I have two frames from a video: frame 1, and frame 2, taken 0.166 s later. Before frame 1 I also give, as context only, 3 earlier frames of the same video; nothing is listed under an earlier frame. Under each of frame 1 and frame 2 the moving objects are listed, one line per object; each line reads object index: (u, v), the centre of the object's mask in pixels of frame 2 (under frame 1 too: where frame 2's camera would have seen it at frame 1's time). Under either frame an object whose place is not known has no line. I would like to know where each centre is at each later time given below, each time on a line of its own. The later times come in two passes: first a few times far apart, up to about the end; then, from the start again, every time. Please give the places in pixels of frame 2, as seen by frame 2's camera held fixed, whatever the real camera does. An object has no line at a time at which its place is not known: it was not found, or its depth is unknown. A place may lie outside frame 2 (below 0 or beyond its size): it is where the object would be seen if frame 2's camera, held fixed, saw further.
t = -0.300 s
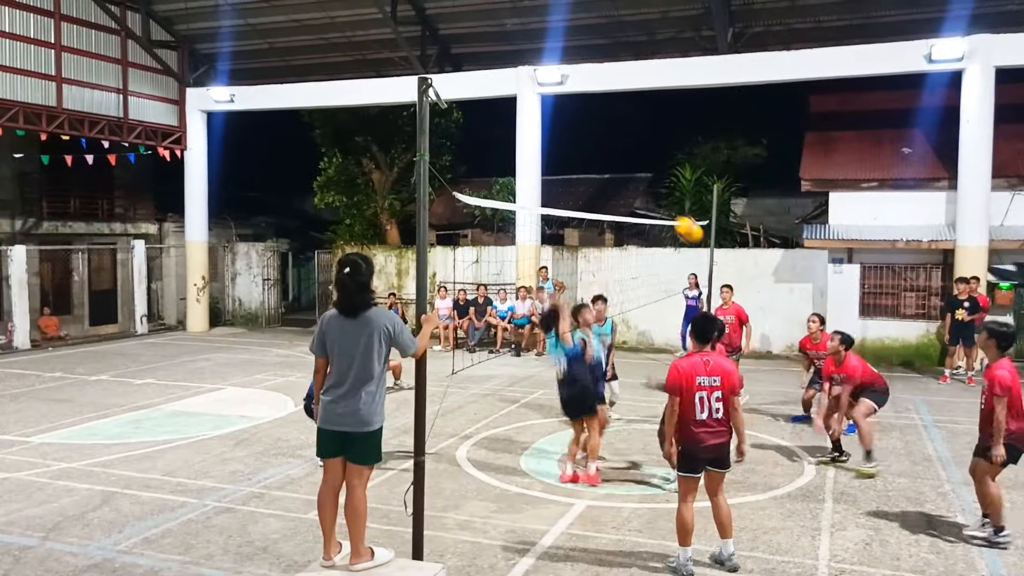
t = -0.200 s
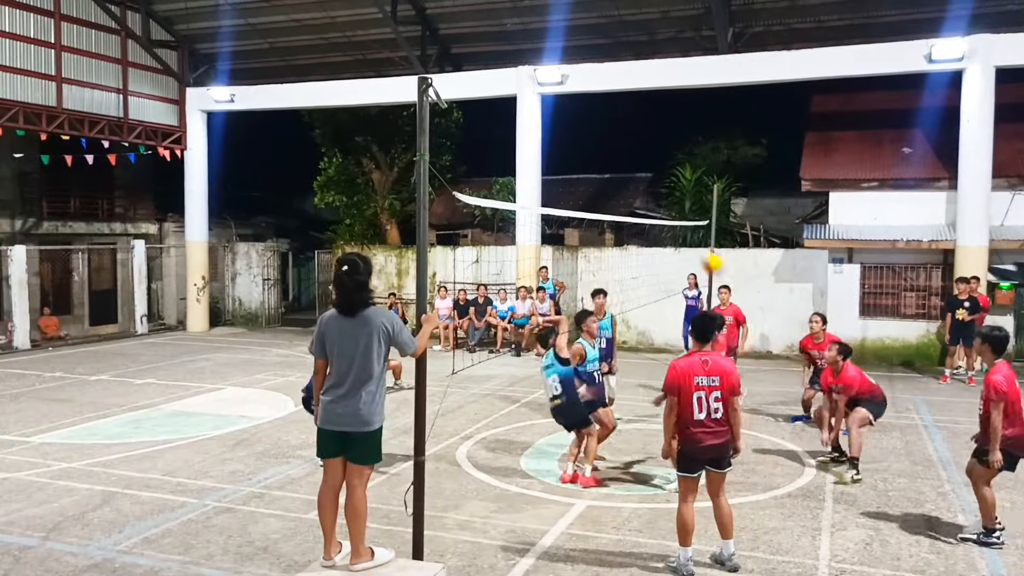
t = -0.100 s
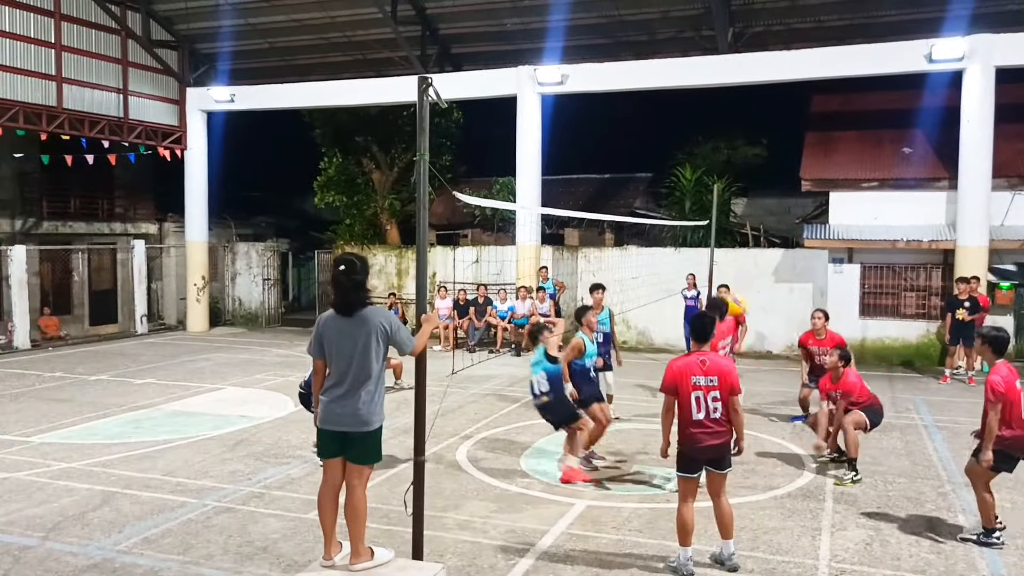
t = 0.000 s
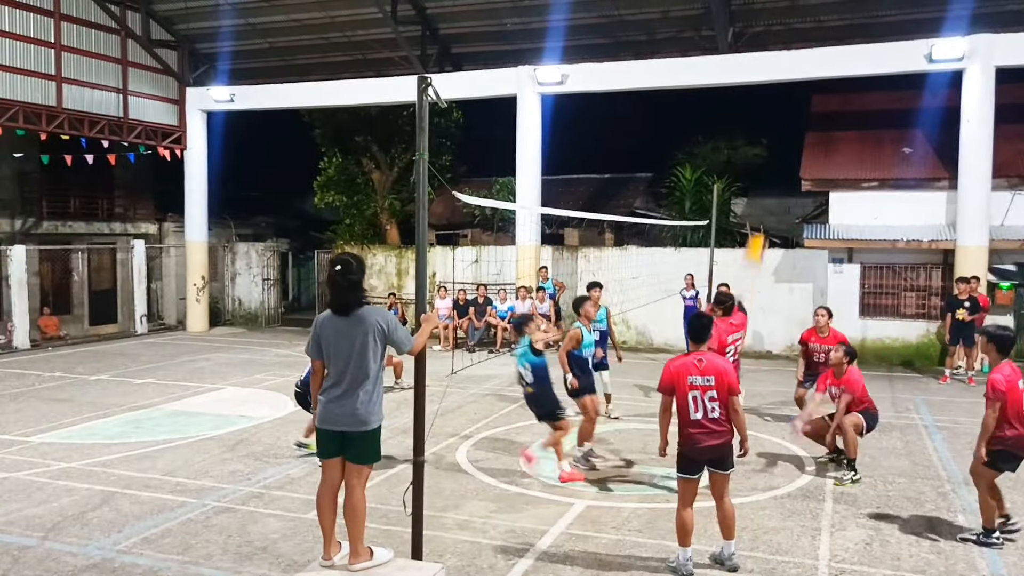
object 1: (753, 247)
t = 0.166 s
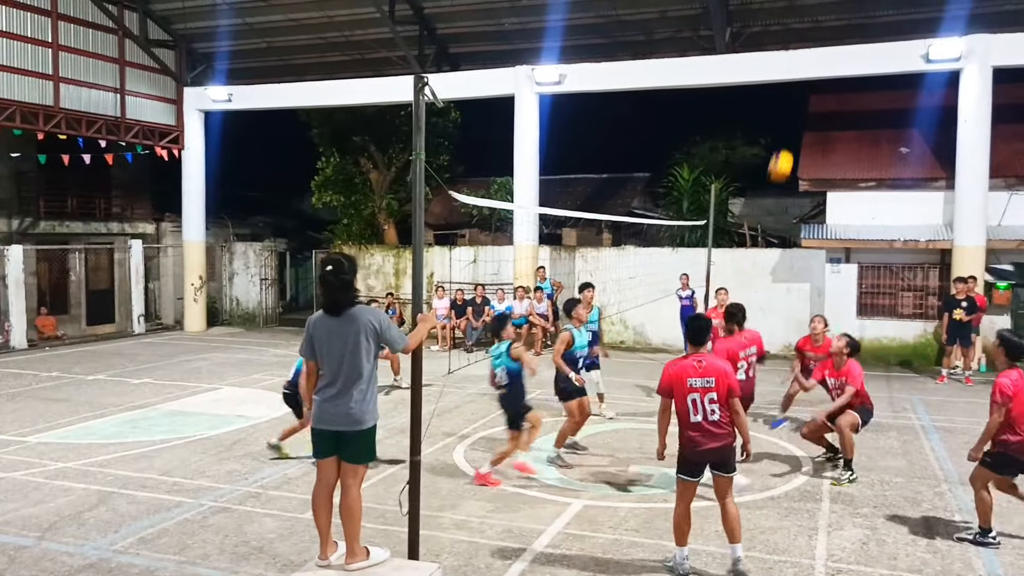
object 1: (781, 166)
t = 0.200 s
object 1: (786, 153)
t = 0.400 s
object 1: (814, 101)
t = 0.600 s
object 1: (840, 89)
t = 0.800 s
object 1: (862, 116)
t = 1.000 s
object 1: (881, 177)
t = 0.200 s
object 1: (786, 153)
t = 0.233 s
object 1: (791, 141)
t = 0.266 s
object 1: (796, 130)
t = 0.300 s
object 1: (801, 121)
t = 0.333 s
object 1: (805, 113)
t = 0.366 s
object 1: (810, 106)
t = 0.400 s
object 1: (814, 101)
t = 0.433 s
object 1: (819, 96)
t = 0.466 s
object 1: (823, 92)
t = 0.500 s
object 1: (828, 90)
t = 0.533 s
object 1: (832, 88)
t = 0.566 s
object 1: (836, 88)
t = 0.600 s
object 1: (840, 89)
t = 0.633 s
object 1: (844, 91)
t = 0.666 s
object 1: (848, 94)
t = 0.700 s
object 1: (851, 98)
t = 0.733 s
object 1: (855, 103)
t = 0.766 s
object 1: (859, 109)
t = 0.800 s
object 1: (862, 116)
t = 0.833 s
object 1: (866, 124)
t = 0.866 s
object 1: (869, 133)
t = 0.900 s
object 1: (872, 142)
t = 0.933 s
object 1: (875, 152)
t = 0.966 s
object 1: (878, 165)
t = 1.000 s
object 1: (881, 177)
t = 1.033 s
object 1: (884, 188)
